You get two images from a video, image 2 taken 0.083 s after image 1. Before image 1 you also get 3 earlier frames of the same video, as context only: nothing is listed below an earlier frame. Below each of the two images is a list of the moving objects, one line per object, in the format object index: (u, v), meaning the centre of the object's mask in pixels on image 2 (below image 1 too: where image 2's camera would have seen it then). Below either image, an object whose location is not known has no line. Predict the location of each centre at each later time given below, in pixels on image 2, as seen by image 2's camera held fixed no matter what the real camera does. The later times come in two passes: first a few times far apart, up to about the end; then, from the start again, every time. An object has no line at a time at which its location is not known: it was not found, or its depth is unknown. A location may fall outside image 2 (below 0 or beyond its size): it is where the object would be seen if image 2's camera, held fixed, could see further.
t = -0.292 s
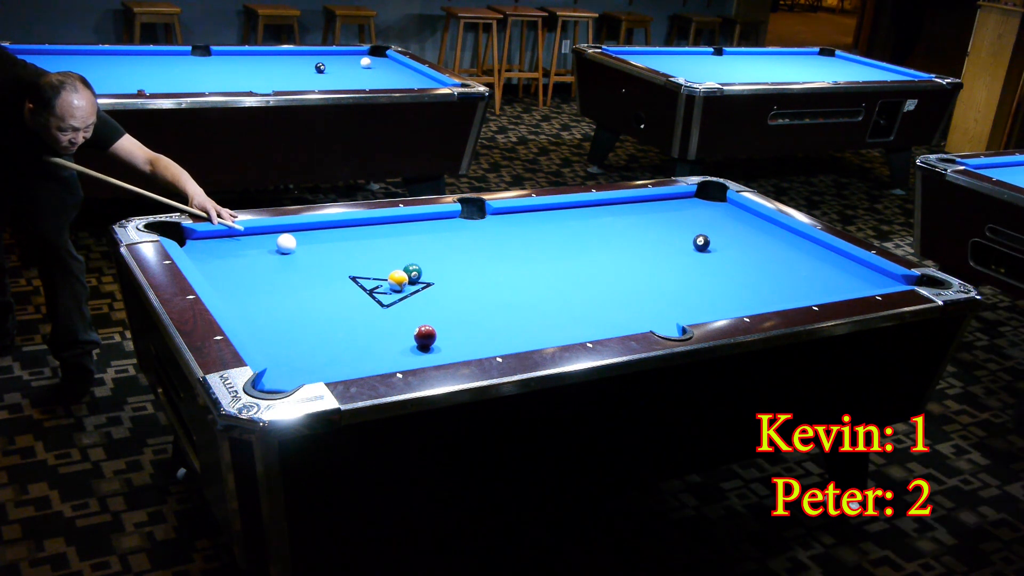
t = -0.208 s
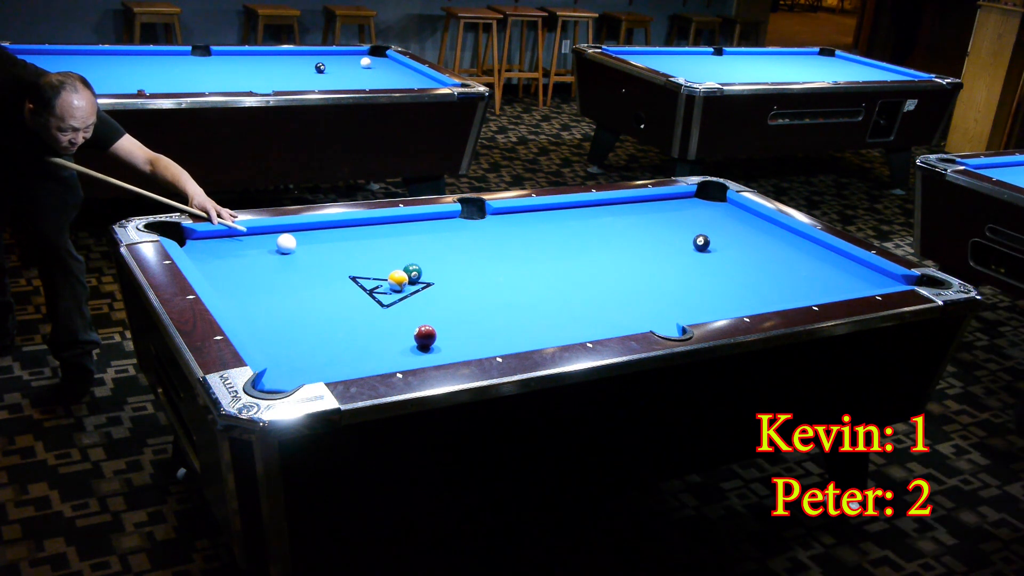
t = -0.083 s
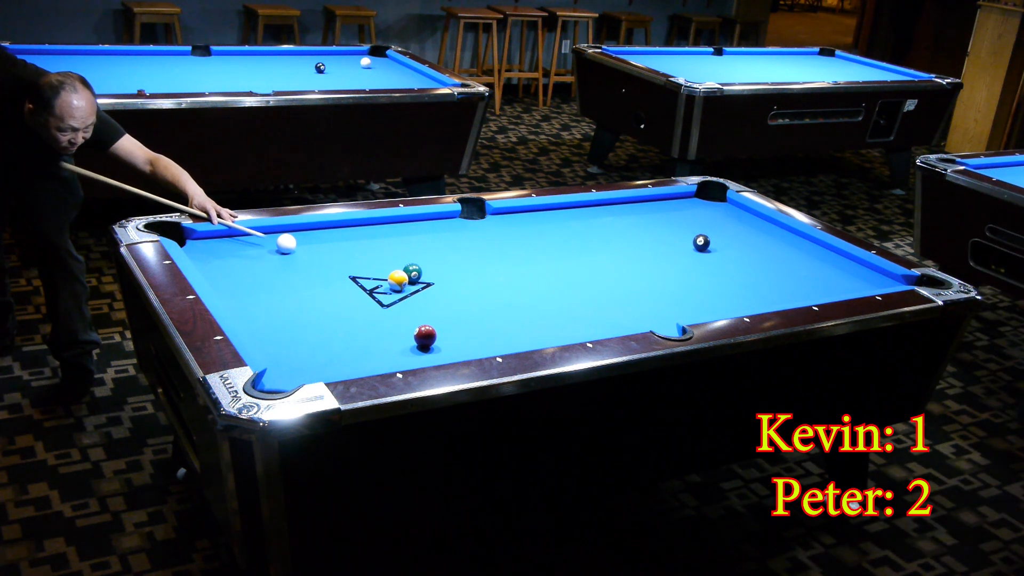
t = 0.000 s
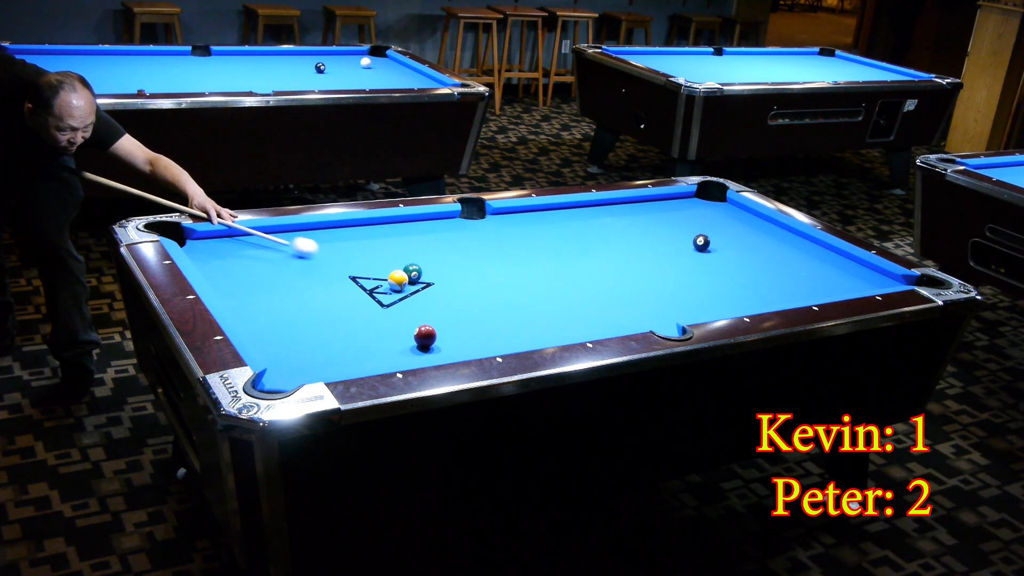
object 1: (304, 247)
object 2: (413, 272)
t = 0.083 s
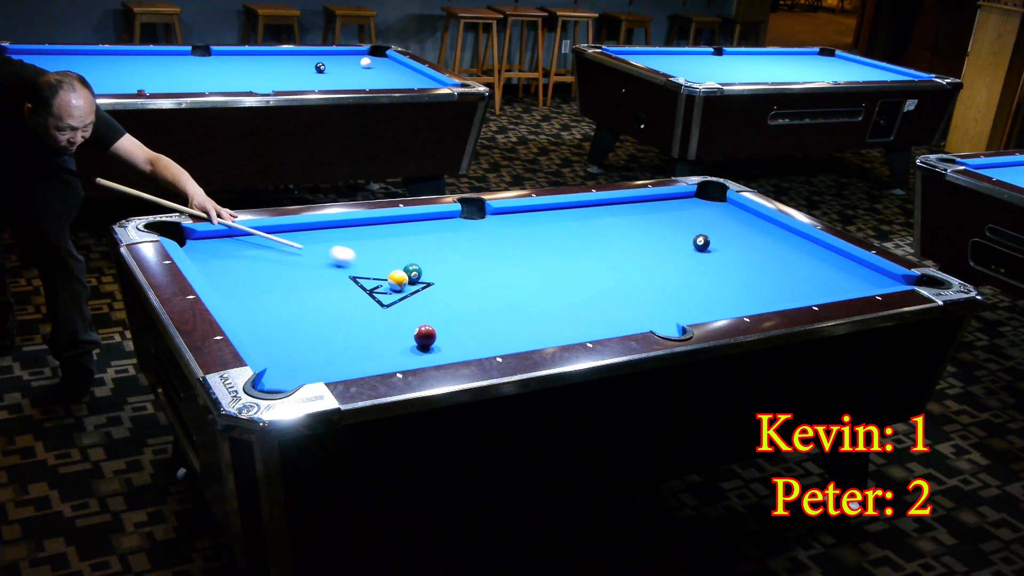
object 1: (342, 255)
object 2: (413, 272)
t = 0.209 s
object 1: (390, 265)
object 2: (413, 272)
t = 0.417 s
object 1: (408, 269)
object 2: (471, 287)
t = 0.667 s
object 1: (429, 276)
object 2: (532, 301)
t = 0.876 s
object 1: (445, 280)
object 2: (584, 313)
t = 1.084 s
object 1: (461, 284)
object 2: (635, 322)
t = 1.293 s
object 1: (476, 287)
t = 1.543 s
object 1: (492, 291)
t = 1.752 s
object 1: (504, 294)
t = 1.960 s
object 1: (515, 297)
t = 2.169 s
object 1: (525, 299)
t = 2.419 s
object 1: (535, 302)
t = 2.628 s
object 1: (542, 303)
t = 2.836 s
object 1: (548, 305)
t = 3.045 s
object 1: (553, 306)
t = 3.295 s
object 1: (557, 306)
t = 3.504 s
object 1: (559, 307)
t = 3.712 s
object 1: (560, 307)
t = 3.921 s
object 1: (560, 307)
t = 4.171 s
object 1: (560, 307)
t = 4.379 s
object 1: (560, 307)
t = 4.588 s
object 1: (560, 307)
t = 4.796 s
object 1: (560, 307)
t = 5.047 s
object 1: (560, 307)
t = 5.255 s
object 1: (560, 307)
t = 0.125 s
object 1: (360, 259)
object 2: (413, 272)
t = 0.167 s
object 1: (376, 263)
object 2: (413, 272)
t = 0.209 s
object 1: (390, 265)
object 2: (413, 272)
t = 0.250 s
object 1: (394, 266)
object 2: (424, 275)
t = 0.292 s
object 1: (396, 266)
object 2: (437, 279)
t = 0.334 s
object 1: (400, 266)
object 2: (450, 282)
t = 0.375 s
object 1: (404, 267)
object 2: (461, 285)
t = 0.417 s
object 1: (408, 269)
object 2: (471, 287)
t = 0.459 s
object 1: (412, 271)
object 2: (481, 289)
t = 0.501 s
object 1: (415, 272)
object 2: (491, 292)
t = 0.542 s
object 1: (418, 273)
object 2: (502, 294)
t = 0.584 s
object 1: (422, 274)
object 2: (512, 297)
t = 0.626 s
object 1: (425, 275)
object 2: (522, 299)
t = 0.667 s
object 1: (429, 276)
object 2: (532, 301)
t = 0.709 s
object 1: (432, 277)
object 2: (542, 304)
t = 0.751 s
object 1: (435, 278)
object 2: (553, 306)
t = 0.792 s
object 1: (439, 278)
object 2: (563, 308)
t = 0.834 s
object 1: (442, 279)
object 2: (573, 311)
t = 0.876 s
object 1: (445, 280)
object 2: (584, 313)
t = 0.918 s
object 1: (449, 281)
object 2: (594, 315)
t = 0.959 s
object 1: (452, 282)
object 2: (604, 318)
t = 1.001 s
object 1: (455, 282)
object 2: (614, 320)
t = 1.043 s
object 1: (458, 283)
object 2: (625, 321)
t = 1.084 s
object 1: (461, 284)
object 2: (635, 322)
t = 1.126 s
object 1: (464, 284)
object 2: (646, 323)
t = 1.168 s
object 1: (467, 285)
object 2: (656, 327)
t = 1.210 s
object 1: (470, 286)
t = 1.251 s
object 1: (473, 287)
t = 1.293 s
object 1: (476, 287)
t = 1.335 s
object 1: (478, 288)
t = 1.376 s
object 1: (481, 289)
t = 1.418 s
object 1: (484, 289)
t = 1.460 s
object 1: (486, 290)
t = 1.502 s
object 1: (489, 291)
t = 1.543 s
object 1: (492, 291)
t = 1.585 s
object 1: (494, 292)
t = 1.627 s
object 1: (497, 293)
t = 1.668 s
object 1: (499, 293)
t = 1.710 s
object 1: (501, 294)
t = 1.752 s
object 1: (504, 294)
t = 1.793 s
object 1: (506, 295)
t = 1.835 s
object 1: (508, 296)
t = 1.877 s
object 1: (511, 296)
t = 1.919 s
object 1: (513, 297)
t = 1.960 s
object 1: (515, 297)
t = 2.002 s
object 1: (517, 298)
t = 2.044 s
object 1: (519, 298)
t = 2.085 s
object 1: (521, 299)
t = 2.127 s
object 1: (523, 299)
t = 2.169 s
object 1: (525, 299)
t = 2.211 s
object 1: (526, 300)
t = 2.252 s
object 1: (528, 300)
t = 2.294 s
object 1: (530, 301)
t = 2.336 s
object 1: (532, 301)
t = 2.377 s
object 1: (533, 301)
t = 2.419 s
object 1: (535, 302)
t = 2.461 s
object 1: (536, 302)
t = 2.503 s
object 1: (538, 303)
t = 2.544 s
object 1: (539, 303)
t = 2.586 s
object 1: (541, 303)
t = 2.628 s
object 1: (542, 303)
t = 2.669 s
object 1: (543, 304)
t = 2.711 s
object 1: (544, 304)
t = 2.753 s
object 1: (546, 304)
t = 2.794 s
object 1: (547, 305)
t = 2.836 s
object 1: (548, 305)
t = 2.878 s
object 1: (549, 305)
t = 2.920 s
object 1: (550, 305)
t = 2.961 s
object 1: (551, 305)
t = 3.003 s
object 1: (552, 305)
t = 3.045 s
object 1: (553, 306)
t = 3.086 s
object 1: (554, 306)
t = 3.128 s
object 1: (554, 306)
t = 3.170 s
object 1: (555, 306)
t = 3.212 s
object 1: (556, 306)
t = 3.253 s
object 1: (557, 306)
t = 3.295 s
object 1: (557, 306)
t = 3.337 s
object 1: (558, 306)
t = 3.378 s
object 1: (558, 306)
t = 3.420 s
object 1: (559, 306)
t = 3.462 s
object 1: (559, 307)
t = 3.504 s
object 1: (559, 307)
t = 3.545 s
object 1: (560, 307)
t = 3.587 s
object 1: (560, 307)
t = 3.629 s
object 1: (560, 307)
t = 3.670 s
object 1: (560, 307)
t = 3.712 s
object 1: (560, 307)
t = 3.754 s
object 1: (560, 307)
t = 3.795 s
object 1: (560, 307)
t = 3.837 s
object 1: (560, 307)
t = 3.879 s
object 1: (560, 307)
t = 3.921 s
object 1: (560, 307)
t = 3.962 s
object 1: (560, 307)
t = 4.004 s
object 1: (560, 307)
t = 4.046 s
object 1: (560, 307)
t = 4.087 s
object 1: (560, 307)
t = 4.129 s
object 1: (560, 307)
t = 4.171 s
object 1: (560, 307)
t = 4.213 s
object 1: (560, 307)
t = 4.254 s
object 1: (560, 307)
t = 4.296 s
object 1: (560, 307)
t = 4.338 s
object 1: (560, 307)
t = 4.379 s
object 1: (560, 307)
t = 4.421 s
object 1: (560, 307)
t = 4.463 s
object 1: (560, 307)
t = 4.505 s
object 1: (560, 307)
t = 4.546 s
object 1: (560, 307)
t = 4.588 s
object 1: (560, 307)
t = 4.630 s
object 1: (560, 307)
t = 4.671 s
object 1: (560, 307)
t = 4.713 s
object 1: (560, 307)
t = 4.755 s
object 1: (560, 307)
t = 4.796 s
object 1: (560, 307)
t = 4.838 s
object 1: (560, 307)
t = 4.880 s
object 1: (560, 307)
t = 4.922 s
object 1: (560, 307)
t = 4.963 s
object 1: (560, 307)
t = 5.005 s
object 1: (560, 307)
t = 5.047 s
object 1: (560, 307)
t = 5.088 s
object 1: (560, 307)
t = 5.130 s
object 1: (560, 307)
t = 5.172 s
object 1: (560, 307)
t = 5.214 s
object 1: (560, 307)
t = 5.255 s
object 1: (560, 307)
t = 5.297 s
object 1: (560, 307)
